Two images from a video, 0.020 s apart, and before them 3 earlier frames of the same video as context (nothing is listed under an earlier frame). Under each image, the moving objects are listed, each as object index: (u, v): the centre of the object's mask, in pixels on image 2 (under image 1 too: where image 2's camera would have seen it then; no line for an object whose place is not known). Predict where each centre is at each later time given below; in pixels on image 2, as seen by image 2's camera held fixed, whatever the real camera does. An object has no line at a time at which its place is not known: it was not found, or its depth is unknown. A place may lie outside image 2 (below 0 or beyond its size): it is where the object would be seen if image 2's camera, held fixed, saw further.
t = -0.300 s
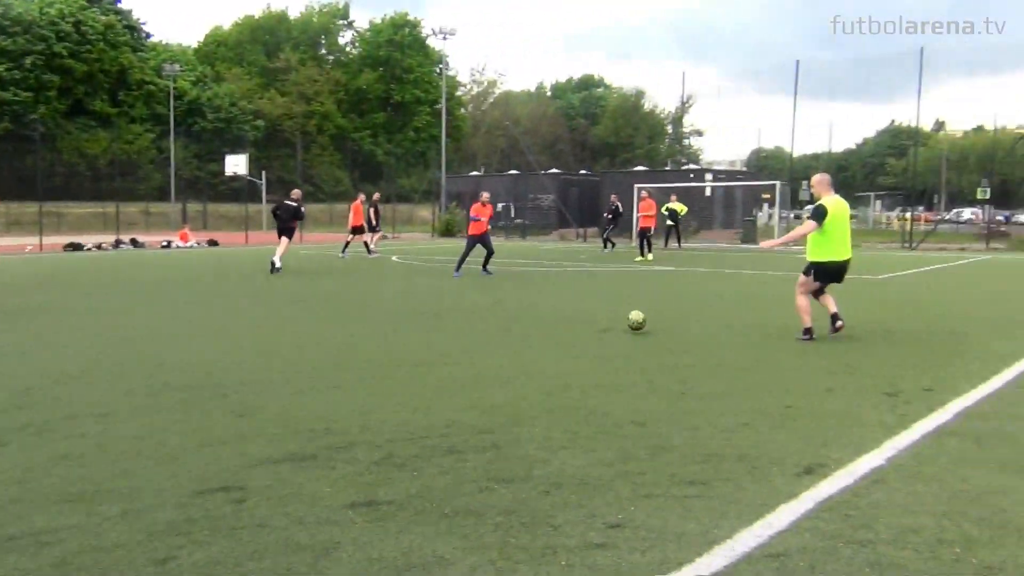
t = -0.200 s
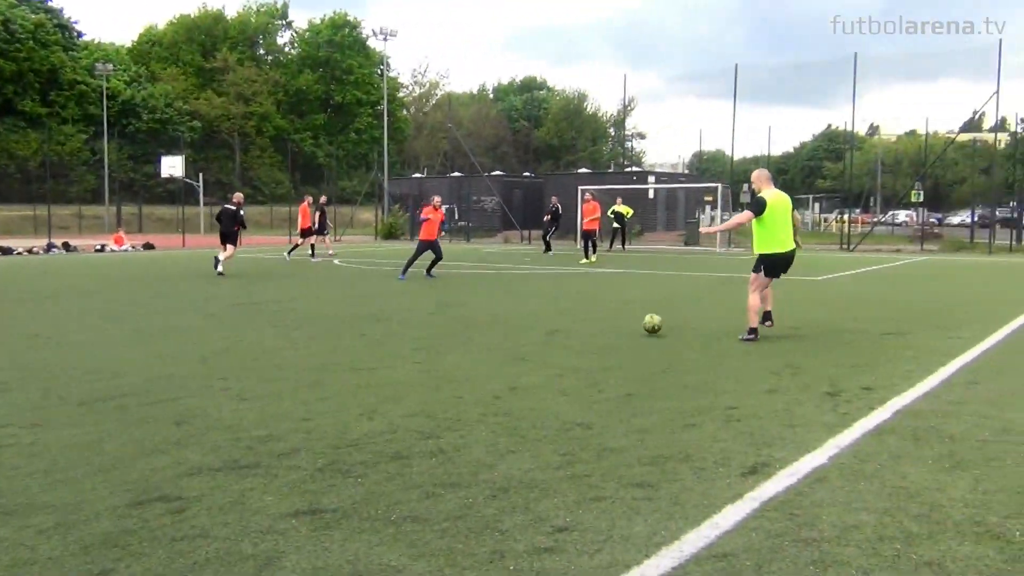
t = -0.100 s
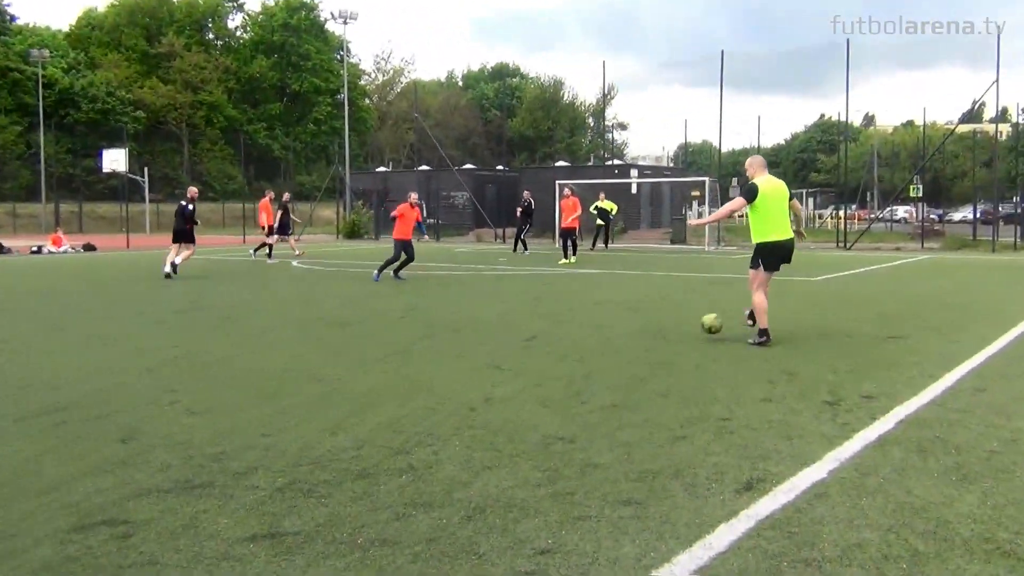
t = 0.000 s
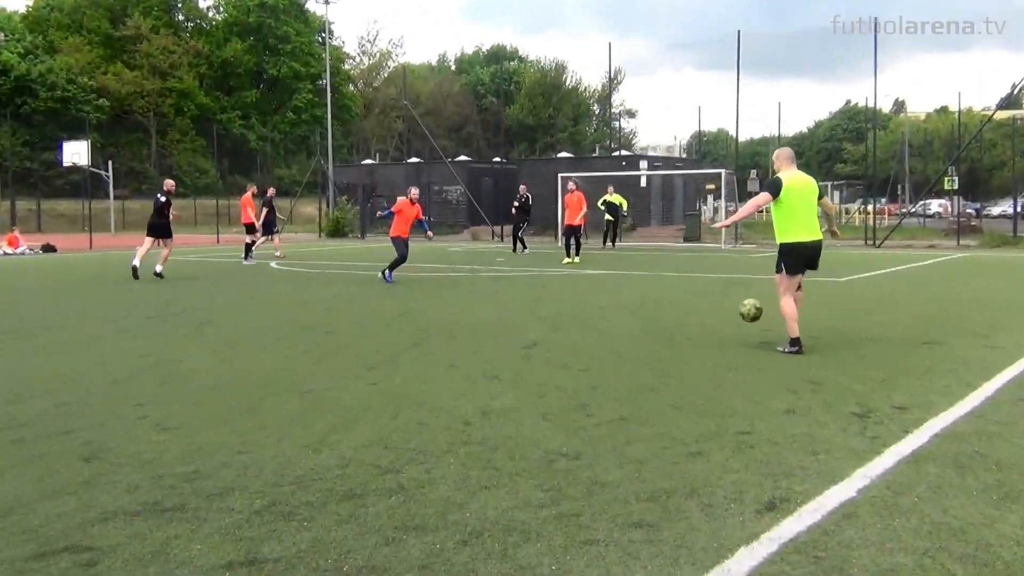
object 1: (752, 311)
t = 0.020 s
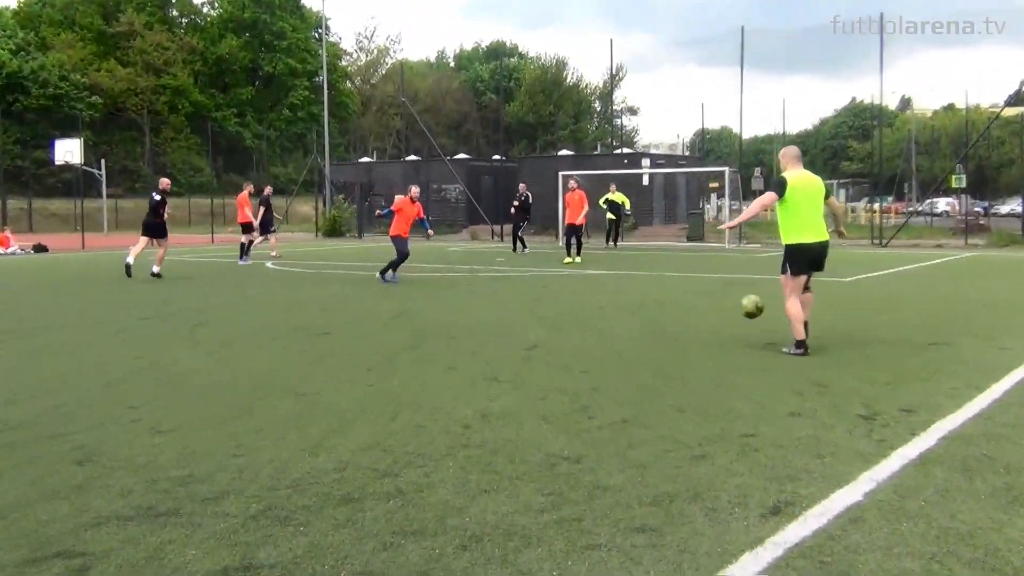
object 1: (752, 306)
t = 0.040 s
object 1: (750, 303)
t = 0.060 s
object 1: (750, 301)
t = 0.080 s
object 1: (750, 298)
